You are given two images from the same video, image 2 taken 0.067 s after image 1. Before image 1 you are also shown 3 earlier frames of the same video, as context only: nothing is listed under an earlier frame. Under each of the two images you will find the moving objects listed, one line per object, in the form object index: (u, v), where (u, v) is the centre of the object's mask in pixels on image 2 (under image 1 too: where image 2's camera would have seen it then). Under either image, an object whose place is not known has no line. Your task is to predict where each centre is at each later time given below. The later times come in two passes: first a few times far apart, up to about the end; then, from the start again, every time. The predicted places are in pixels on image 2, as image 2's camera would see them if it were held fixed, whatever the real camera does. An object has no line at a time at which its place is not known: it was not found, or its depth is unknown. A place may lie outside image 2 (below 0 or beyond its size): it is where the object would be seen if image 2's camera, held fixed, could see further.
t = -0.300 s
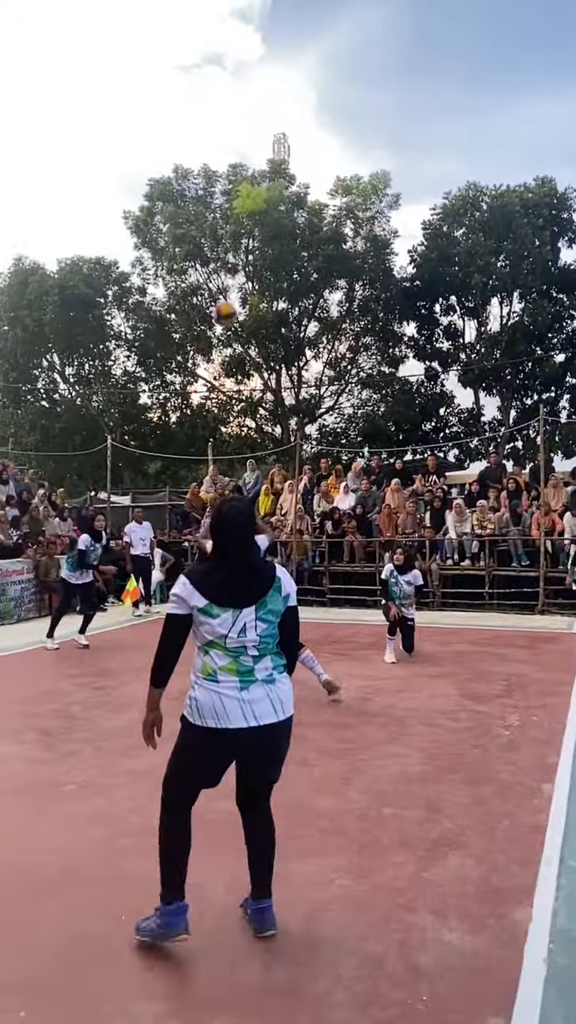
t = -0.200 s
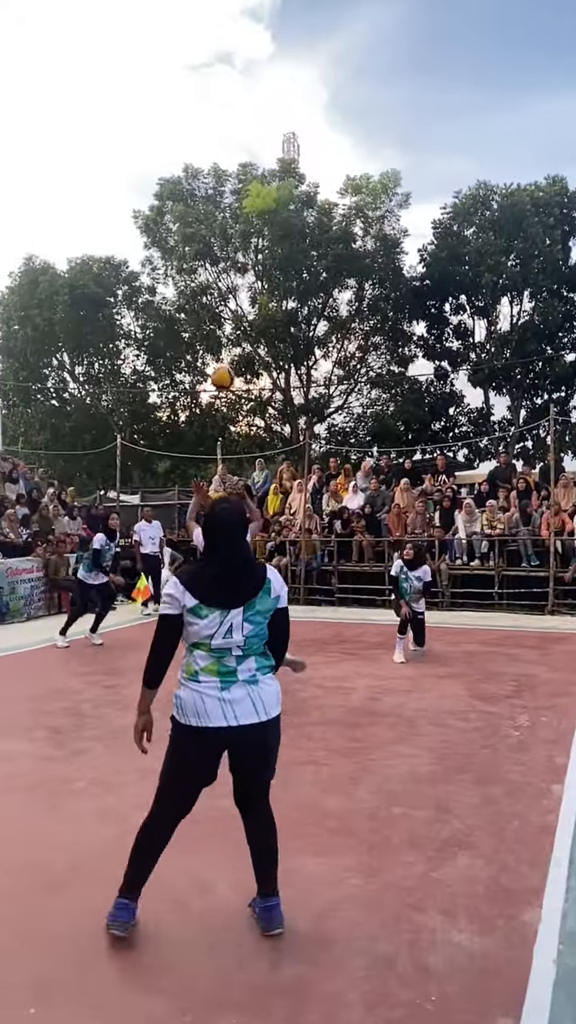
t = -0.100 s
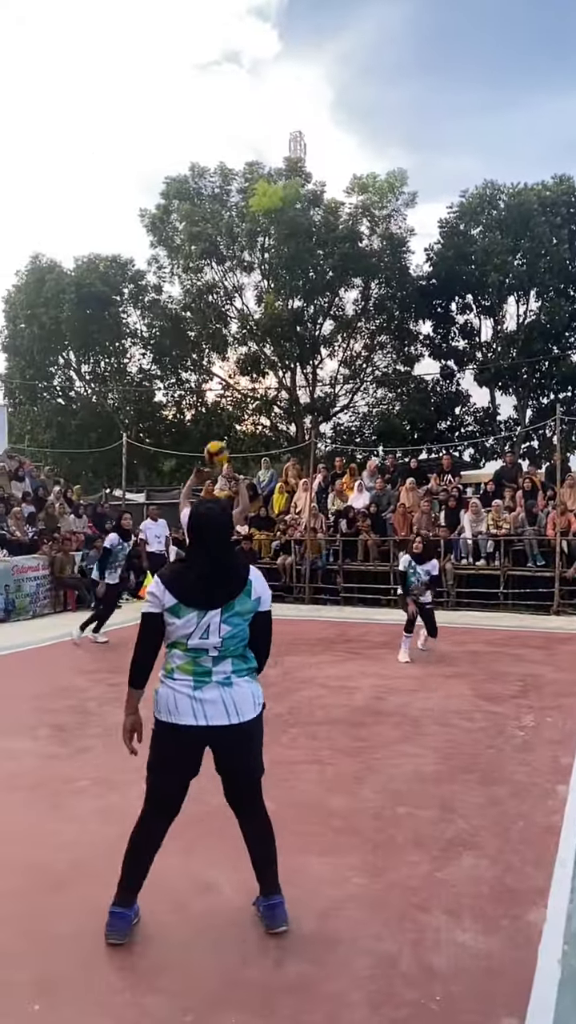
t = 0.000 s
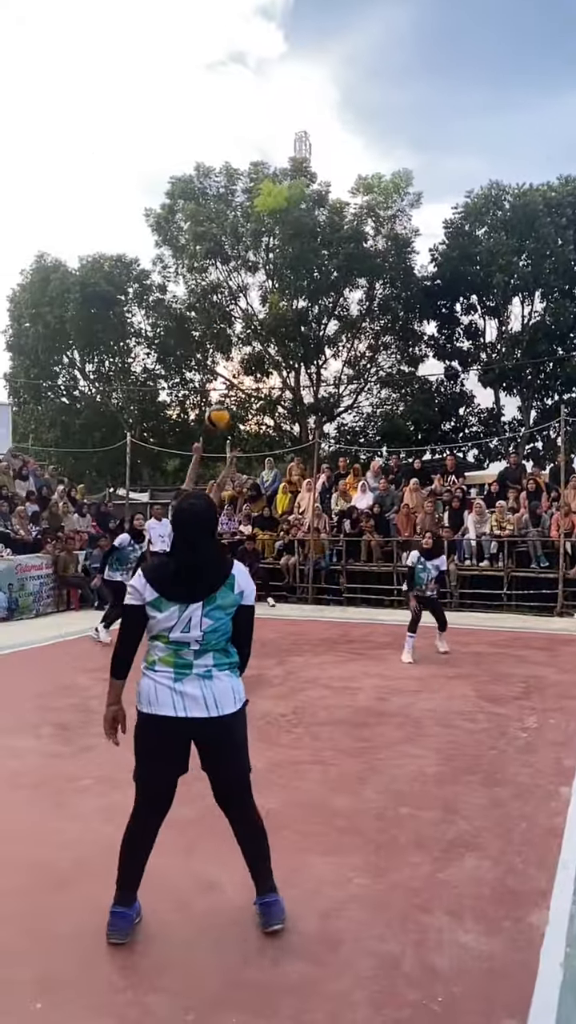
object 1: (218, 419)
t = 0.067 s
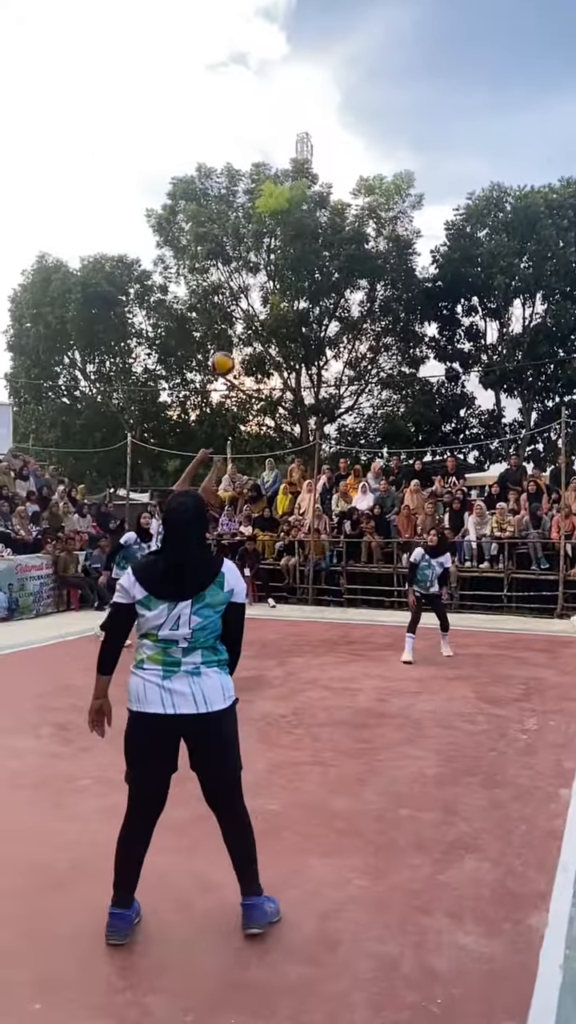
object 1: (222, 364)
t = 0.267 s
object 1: (236, 231)
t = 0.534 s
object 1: (254, 128)
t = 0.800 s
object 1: (271, 106)
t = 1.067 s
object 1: (287, 169)
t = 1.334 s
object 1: (305, 318)
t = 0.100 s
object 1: (224, 338)
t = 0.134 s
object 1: (225, 314)
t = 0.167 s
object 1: (228, 292)
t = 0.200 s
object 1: (231, 269)
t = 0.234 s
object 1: (233, 250)
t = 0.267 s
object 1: (236, 231)
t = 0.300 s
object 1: (237, 214)
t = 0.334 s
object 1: (241, 199)
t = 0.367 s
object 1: (242, 184)
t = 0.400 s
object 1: (246, 170)
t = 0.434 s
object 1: (247, 157)
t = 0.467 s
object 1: (250, 146)
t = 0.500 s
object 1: (252, 136)
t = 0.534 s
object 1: (254, 128)
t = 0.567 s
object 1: (256, 121)
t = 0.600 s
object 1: (258, 115)
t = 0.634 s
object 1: (260, 110)
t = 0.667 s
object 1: (262, 107)
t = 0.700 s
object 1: (265, 104)
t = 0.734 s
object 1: (267, 103)
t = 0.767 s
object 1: (269, 104)
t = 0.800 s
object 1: (271, 106)
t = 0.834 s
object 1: (273, 109)
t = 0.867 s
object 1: (276, 114)
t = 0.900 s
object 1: (278, 119)
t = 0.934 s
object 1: (280, 127)
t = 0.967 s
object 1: (282, 135)
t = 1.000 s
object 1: (285, 145)
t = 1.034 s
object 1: (287, 156)
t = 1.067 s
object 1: (287, 169)
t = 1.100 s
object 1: (290, 183)
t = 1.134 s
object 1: (295, 196)
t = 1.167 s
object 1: (295, 213)
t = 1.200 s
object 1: (297, 231)
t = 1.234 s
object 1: (298, 251)
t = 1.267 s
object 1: (300, 272)
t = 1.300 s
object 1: (302, 294)
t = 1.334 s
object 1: (305, 318)
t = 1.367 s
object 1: (306, 341)
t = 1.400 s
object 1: (308, 367)
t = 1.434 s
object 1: (310, 395)
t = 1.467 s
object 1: (313, 424)
